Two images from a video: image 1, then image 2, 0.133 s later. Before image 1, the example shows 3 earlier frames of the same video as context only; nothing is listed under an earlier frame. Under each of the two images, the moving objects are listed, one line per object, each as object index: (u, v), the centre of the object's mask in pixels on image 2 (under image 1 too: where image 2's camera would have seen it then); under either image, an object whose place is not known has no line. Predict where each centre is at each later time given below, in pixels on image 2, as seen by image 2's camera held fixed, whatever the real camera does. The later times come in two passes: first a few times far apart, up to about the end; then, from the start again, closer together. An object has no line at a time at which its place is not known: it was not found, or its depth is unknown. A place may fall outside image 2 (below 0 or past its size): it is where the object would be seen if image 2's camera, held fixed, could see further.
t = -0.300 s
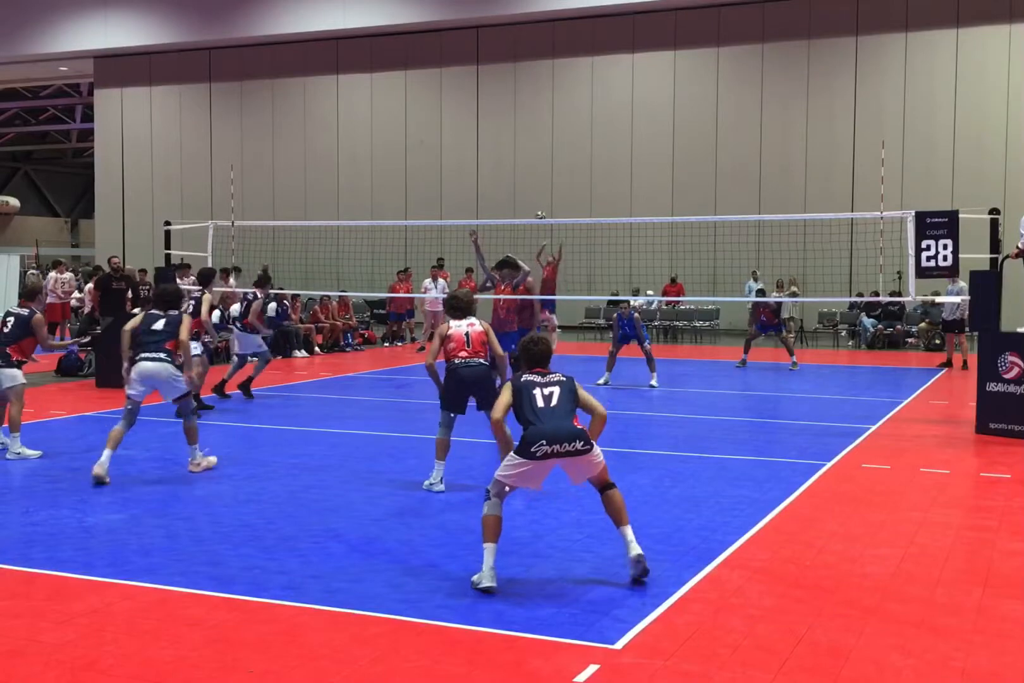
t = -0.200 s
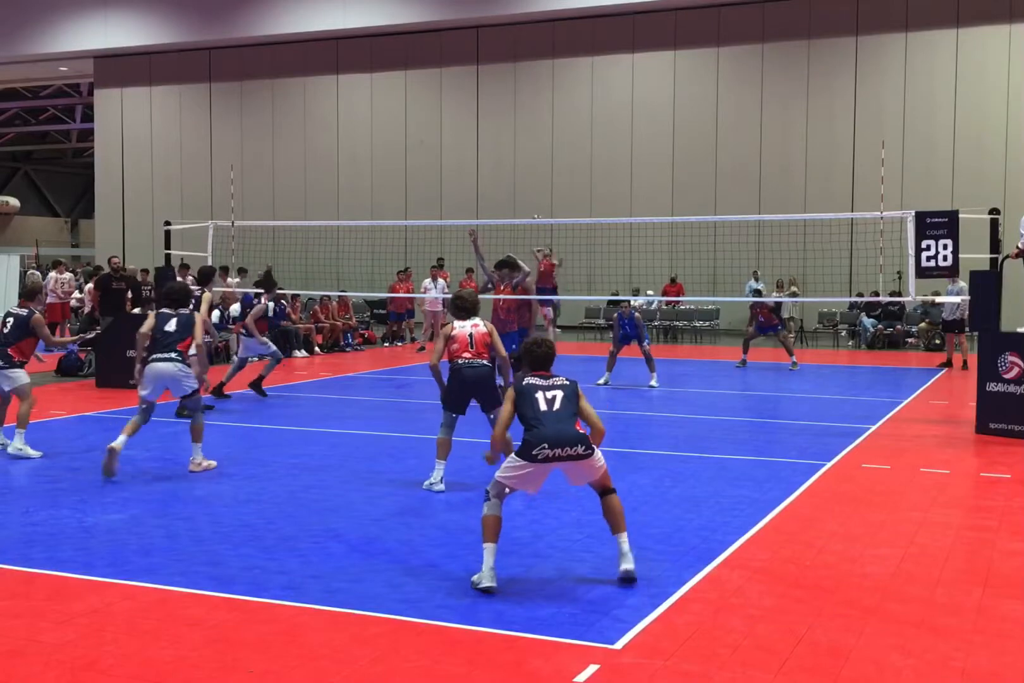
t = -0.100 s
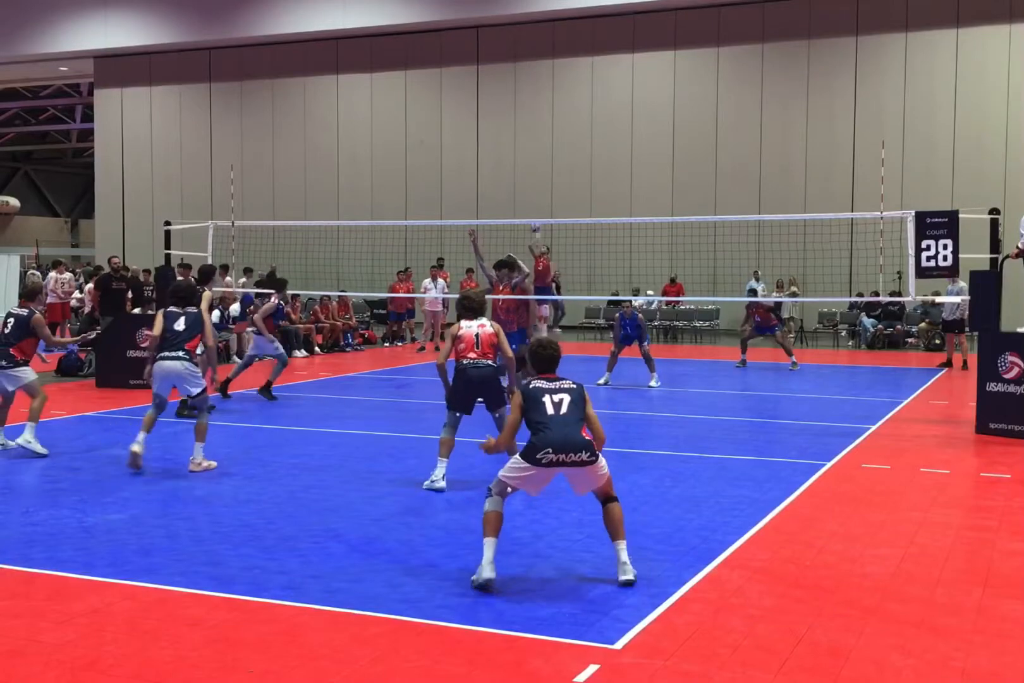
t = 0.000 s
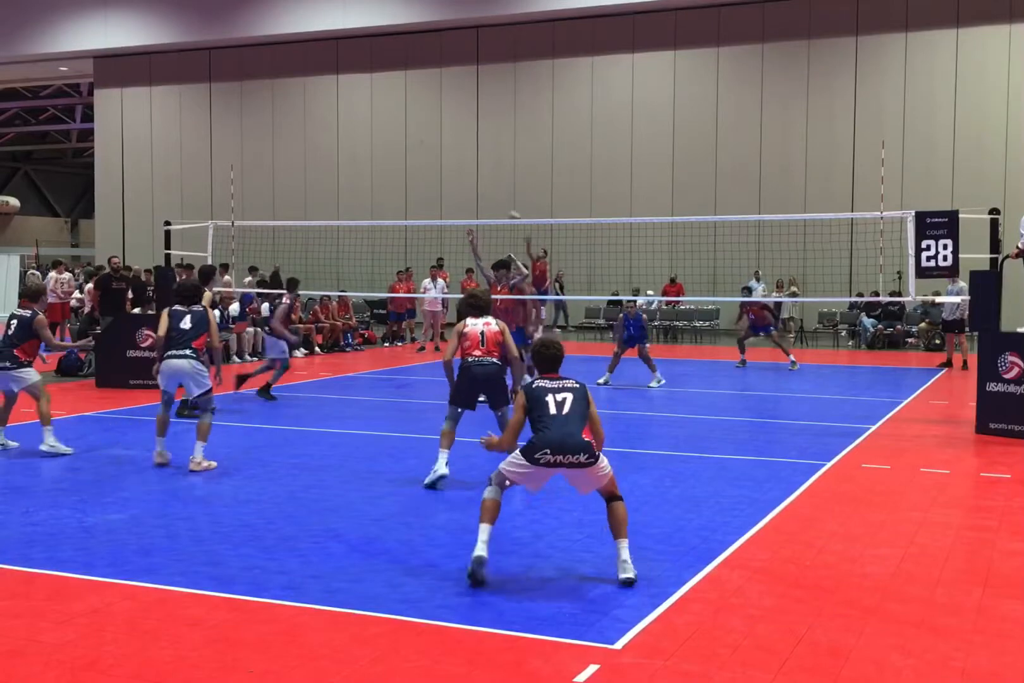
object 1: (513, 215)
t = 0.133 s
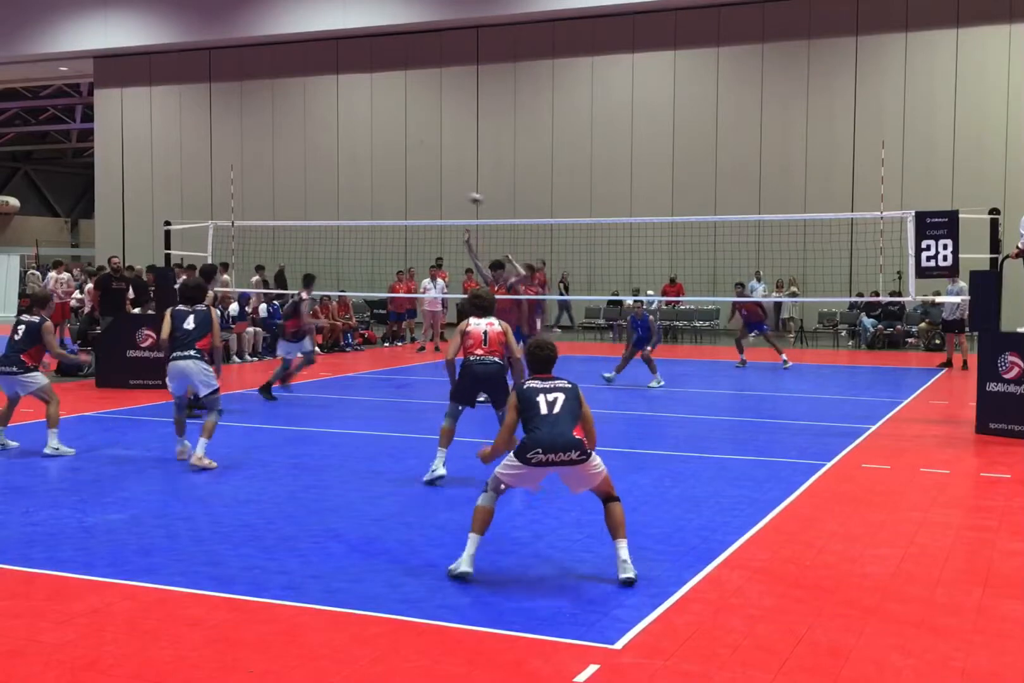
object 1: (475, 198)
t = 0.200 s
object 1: (455, 192)
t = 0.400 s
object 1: (386, 184)
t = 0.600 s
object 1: (301, 194)
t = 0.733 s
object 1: (232, 214)
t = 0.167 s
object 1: (465, 195)
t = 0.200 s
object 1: (455, 192)
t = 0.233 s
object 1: (444, 189)
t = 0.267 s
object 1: (433, 188)
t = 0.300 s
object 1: (422, 186)
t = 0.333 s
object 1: (411, 185)
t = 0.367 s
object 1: (398, 184)
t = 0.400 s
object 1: (386, 184)
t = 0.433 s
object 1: (373, 185)
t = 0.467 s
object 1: (361, 185)
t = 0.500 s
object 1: (347, 186)
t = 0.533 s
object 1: (332, 188)
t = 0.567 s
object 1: (316, 190)
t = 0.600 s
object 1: (301, 194)
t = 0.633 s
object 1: (286, 197)
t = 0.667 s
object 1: (270, 202)
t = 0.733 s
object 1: (232, 214)
